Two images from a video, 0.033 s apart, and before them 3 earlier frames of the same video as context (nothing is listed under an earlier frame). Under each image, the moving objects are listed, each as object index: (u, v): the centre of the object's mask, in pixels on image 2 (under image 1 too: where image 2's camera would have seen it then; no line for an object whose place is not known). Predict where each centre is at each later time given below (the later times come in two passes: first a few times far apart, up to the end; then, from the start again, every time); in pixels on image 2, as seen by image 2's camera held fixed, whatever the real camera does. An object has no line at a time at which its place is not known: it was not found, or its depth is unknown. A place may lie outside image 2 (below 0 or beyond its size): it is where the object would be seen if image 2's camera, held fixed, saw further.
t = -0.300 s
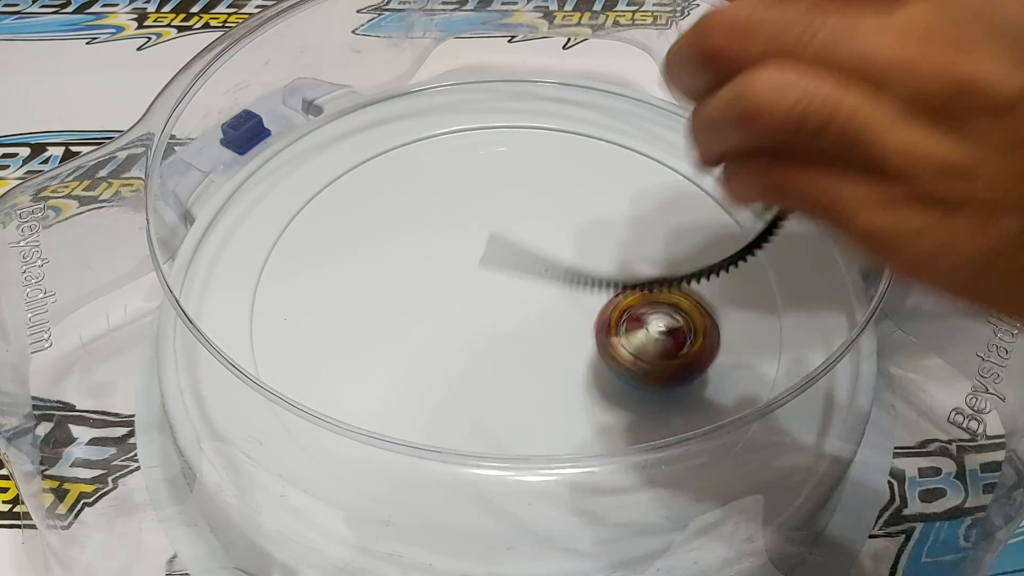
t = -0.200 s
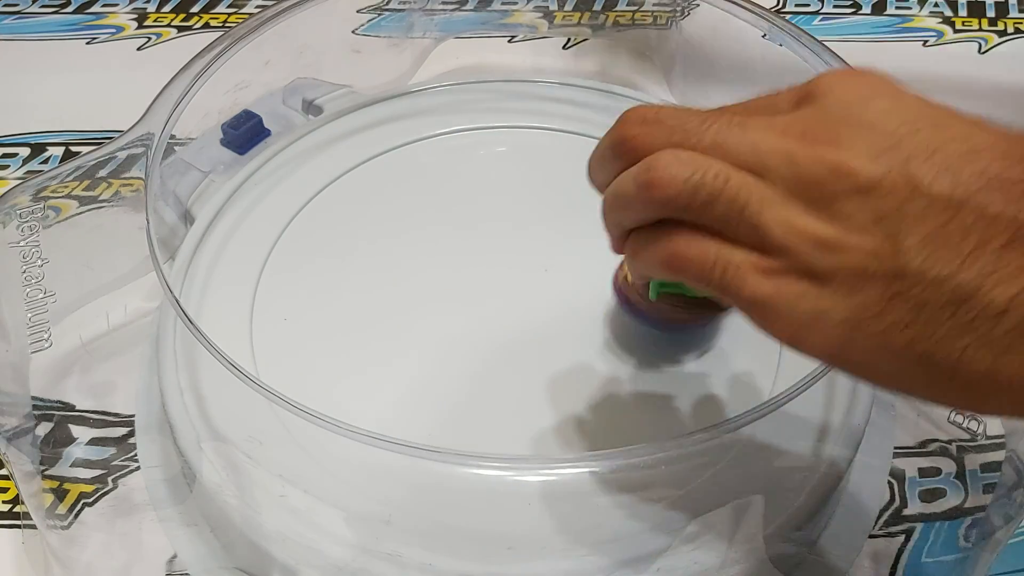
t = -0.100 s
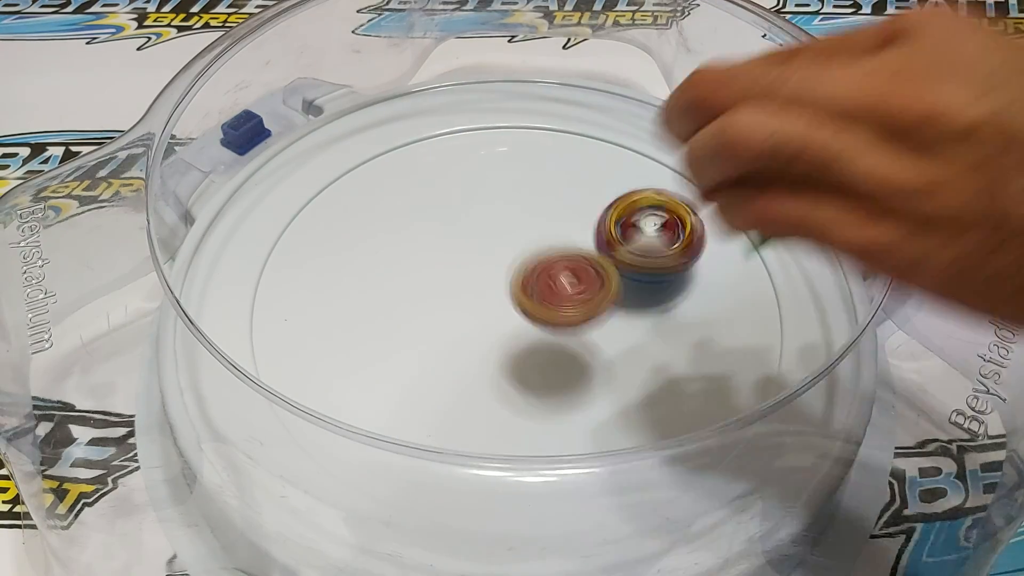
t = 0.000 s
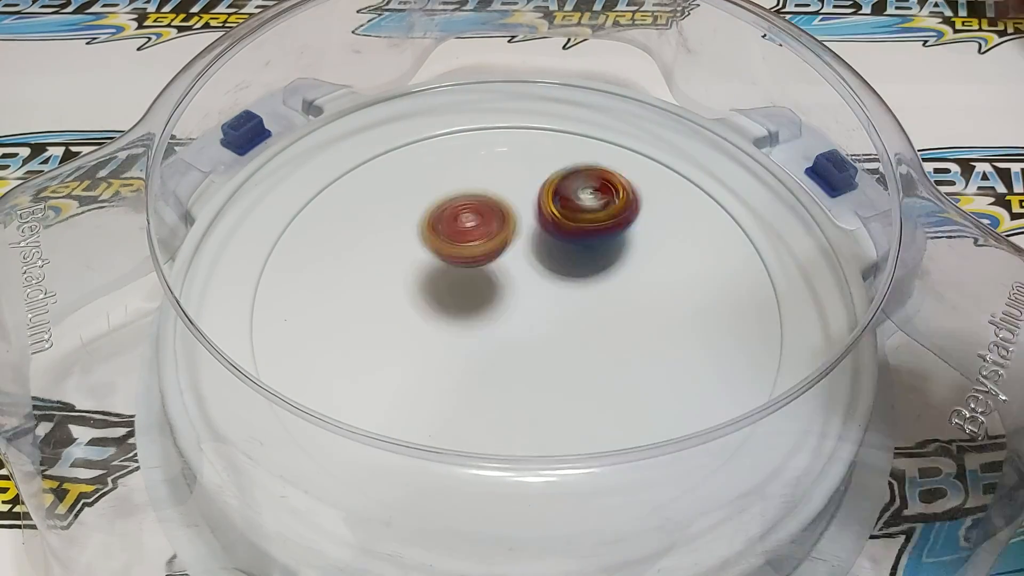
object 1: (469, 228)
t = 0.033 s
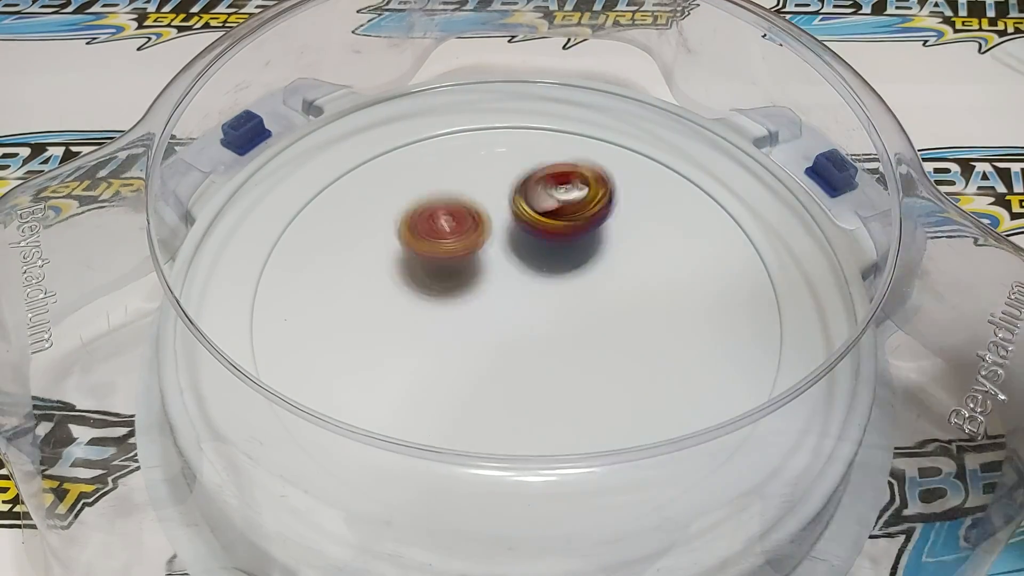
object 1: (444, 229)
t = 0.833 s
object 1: (682, 391)
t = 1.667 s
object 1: (771, 231)
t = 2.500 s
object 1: (762, 248)
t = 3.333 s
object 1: (815, 318)
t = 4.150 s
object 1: (754, 366)
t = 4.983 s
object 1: (731, 382)
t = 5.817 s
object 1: (583, 449)
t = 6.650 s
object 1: (384, 400)
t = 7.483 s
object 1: (287, 271)
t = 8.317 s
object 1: (435, 124)
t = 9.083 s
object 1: (710, 206)
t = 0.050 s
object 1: (433, 213)
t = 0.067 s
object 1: (421, 200)
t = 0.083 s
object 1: (411, 191)
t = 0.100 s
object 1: (401, 186)
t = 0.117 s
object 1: (390, 186)
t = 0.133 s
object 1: (382, 189)
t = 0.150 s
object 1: (373, 195)
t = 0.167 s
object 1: (359, 202)
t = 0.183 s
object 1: (345, 194)
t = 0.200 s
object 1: (330, 191)
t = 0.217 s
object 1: (315, 192)
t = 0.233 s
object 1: (302, 196)
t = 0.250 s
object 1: (288, 204)
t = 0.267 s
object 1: (276, 216)
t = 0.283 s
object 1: (263, 220)
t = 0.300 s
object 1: (251, 228)
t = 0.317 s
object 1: (239, 240)
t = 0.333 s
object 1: (227, 251)
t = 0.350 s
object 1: (216, 265)
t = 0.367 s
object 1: (207, 278)
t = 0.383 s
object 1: (196, 292)
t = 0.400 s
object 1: (187, 308)
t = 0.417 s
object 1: (180, 323)
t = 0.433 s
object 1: (175, 341)
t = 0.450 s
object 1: (181, 359)
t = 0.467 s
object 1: (191, 375)
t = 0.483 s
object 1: (201, 393)
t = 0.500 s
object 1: (212, 409)
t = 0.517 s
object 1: (223, 425)
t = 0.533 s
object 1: (240, 438)
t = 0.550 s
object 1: (259, 450)
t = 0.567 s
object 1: (277, 466)
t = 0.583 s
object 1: (299, 472)
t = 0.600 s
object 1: (323, 482)
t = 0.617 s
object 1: (346, 490)
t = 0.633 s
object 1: (369, 496)
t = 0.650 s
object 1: (396, 501)
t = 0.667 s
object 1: (418, 505)
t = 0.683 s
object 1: (443, 508)
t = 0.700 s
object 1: (470, 510)
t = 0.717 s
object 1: (498, 510)
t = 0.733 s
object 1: (527, 512)
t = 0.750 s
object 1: (558, 488)
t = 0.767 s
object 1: (587, 472)
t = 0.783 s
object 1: (614, 449)
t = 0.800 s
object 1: (639, 428)
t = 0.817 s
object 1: (658, 406)
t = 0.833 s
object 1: (682, 391)
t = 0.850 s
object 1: (702, 369)
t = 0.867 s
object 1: (715, 342)
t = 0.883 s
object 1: (724, 314)
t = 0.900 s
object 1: (730, 286)
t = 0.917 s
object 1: (731, 259)
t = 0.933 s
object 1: (730, 231)
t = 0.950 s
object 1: (725, 205)
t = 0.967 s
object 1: (716, 179)
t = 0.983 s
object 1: (704, 153)
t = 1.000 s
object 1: (675, 136)
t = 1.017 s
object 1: (643, 125)
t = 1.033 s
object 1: (611, 117)
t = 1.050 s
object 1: (581, 104)
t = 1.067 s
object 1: (544, 97)
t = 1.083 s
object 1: (506, 95)
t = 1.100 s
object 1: (470, 94)
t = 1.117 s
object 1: (429, 94)
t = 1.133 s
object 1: (393, 94)
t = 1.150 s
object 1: (359, 94)
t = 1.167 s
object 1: (331, 107)
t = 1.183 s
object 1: (307, 128)
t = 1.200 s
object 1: (283, 148)
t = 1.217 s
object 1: (261, 168)
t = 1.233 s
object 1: (240, 191)
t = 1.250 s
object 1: (220, 212)
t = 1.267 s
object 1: (207, 238)
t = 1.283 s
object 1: (199, 265)
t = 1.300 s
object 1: (192, 292)
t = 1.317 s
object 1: (190, 324)
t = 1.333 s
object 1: (191, 356)
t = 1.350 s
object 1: (200, 388)
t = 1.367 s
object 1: (209, 423)
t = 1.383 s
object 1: (229, 454)
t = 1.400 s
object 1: (262, 464)
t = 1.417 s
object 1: (312, 452)
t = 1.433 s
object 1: (350, 460)
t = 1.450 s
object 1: (390, 465)
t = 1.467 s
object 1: (434, 462)
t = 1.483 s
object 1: (480, 456)
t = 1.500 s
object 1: (524, 450)
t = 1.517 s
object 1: (568, 424)
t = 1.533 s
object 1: (610, 416)
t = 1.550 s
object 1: (652, 403)
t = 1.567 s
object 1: (691, 386)
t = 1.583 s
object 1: (723, 368)
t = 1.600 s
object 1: (752, 344)
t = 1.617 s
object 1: (776, 316)
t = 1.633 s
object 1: (792, 290)
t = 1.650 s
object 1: (783, 259)
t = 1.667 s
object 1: (771, 231)
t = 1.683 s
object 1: (760, 209)
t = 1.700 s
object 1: (746, 189)
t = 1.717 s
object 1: (732, 165)
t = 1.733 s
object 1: (716, 145)
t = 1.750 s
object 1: (700, 127)
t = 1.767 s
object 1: (687, 109)
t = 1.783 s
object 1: (669, 92)
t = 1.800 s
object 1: (646, 84)
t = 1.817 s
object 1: (622, 76)
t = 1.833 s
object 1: (599, 70)
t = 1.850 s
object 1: (576, 64)
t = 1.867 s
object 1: (554, 59)
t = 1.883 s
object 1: (531, 56)
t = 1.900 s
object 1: (509, 56)
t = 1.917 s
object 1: (485, 58)
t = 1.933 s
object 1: (462, 61)
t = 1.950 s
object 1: (441, 64)
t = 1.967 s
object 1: (424, 72)
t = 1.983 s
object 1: (411, 89)
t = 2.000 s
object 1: (397, 105)
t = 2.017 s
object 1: (386, 119)
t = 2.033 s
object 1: (375, 140)
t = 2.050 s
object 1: (364, 162)
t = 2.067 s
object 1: (356, 185)
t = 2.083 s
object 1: (348, 208)
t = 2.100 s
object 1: (341, 235)
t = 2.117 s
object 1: (338, 263)
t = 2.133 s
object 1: (339, 290)
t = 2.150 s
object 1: (343, 321)
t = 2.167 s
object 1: (352, 349)
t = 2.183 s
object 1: (366, 375)
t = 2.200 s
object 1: (385, 394)
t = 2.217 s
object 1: (405, 426)
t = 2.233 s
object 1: (428, 457)
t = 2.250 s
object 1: (458, 483)
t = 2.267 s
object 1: (493, 512)
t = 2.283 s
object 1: (530, 516)
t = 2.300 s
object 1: (570, 510)
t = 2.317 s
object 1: (608, 491)
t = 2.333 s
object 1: (647, 483)
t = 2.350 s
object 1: (675, 467)
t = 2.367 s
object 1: (703, 440)
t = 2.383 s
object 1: (721, 416)
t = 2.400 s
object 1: (741, 394)
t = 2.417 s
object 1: (754, 365)
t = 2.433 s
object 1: (767, 347)
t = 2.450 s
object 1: (772, 320)
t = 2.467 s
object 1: (774, 296)
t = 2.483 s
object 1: (769, 271)
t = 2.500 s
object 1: (762, 248)
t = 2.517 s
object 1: (753, 227)
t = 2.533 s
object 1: (737, 208)
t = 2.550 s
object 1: (722, 188)
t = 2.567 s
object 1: (706, 172)
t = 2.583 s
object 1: (687, 157)
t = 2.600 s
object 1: (667, 144)
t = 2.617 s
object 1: (645, 134)
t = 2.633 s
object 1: (623, 125)
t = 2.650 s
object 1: (600, 118)
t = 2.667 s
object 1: (578, 114)
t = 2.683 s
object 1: (554, 111)
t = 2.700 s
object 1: (532, 110)
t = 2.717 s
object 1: (507, 112)
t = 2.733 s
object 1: (484, 115)
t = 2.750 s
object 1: (460, 121)
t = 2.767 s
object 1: (437, 128)
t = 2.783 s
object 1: (415, 137)
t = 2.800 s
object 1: (392, 149)
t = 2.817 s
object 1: (370, 162)
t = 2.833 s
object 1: (349, 177)
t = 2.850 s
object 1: (329, 191)
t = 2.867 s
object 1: (311, 210)
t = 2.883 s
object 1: (293, 231)
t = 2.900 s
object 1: (277, 254)
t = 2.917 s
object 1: (263, 278)
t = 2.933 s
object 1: (251, 303)
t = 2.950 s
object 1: (246, 327)
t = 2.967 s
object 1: (258, 355)
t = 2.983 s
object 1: (277, 389)
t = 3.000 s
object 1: (296, 416)
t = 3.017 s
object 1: (324, 439)
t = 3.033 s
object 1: (358, 457)
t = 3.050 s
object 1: (397, 481)
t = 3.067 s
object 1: (433, 503)
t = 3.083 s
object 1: (479, 513)
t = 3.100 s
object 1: (521, 522)
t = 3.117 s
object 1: (564, 528)
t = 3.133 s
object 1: (607, 530)
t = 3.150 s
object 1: (646, 529)
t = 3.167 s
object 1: (678, 518)
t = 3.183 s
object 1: (707, 499)
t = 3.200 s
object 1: (736, 479)
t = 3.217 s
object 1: (761, 466)
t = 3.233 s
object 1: (781, 451)
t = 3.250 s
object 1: (791, 425)
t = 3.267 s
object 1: (803, 403)
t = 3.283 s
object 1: (810, 376)
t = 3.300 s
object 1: (818, 359)
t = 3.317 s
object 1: (821, 338)
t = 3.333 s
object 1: (815, 318)
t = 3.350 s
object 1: (817, 302)
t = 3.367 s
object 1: (813, 282)
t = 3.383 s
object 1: (803, 263)
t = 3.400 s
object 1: (792, 245)
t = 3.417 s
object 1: (777, 227)
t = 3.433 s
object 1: (761, 212)
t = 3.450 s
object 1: (744, 198)
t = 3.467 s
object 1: (724, 182)
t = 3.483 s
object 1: (705, 171)
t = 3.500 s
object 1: (682, 158)
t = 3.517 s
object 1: (659, 146)
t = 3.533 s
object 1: (634, 135)
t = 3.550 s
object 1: (609, 126)
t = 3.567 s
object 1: (583, 118)
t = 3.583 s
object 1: (557, 112)
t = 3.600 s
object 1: (530, 107)
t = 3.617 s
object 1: (501, 103)
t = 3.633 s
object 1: (476, 100)
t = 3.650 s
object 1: (448, 105)
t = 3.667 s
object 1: (420, 112)
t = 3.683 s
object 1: (393, 122)
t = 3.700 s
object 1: (368, 134)
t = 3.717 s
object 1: (343, 146)
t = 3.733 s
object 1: (322, 164)
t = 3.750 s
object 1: (302, 181)
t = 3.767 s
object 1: (285, 204)
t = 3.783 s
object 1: (271, 227)
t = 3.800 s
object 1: (262, 252)
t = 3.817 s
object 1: (257, 278)
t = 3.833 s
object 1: (258, 308)
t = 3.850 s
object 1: (266, 334)
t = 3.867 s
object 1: (275, 361)
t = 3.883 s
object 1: (291, 390)
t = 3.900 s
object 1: (314, 419)
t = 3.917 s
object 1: (342, 442)
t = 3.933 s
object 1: (373, 466)
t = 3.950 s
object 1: (409, 483)
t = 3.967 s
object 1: (446, 505)
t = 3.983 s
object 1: (485, 512)
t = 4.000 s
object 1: (529, 514)
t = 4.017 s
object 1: (571, 513)
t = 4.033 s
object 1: (611, 505)
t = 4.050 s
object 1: (641, 482)
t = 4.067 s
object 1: (671, 467)
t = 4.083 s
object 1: (696, 452)
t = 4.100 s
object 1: (716, 427)
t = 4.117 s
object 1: (735, 412)
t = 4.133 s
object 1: (749, 391)
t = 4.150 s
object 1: (754, 366)
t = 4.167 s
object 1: (766, 348)
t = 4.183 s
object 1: (770, 324)
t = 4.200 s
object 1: (771, 301)
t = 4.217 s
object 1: (768, 279)
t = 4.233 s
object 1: (762, 255)
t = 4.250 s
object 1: (754, 235)
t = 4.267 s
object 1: (743, 213)
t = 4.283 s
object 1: (731, 193)
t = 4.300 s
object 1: (716, 176)
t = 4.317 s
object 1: (701, 159)
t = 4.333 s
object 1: (682, 142)
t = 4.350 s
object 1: (659, 132)
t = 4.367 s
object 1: (633, 122)
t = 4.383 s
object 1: (608, 112)
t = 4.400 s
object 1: (581, 107)
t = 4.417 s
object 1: (554, 103)
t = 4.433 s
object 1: (526, 102)
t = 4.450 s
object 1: (498, 102)
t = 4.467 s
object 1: (470, 104)
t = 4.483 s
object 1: (442, 111)
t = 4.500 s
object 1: (415, 116)
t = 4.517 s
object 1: (390, 125)
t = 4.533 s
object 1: (365, 137)
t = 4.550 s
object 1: (342, 150)
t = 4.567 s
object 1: (322, 166)
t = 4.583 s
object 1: (303, 184)
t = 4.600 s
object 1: (287, 205)
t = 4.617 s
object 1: (274, 228)
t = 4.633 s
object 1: (265, 254)
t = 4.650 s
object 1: (258, 280)
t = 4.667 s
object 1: (257, 306)
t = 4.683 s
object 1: (264, 330)
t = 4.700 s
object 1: (278, 351)
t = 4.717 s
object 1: (282, 384)
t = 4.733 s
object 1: (303, 406)
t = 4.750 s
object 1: (321, 433)
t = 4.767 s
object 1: (348, 455)
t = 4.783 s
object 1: (376, 473)
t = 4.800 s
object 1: (404, 496)
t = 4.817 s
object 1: (438, 505)
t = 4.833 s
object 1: (474, 512)
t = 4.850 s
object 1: (511, 515)
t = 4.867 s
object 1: (546, 502)
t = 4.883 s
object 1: (581, 495)
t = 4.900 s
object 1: (615, 479)
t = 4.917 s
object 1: (647, 465)
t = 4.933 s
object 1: (676, 453)
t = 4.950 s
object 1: (699, 429)
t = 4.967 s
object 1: (719, 407)
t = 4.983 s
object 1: (731, 382)
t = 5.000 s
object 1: (751, 364)
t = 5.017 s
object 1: (766, 347)
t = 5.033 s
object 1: (777, 326)
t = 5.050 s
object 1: (783, 305)
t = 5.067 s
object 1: (786, 282)
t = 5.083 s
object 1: (779, 261)
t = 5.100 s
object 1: (767, 240)
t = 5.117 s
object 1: (757, 219)
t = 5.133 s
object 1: (747, 199)
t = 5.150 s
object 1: (729, 182)
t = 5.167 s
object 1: (708, 167)
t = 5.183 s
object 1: (690, 152)
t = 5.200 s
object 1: (670, 139)
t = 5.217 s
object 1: (647, 131)
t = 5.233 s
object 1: (624, 121)
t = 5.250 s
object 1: (601, 115)
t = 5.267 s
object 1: (578, 109)
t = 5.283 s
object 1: (554, 106)
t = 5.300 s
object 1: (530, 104)
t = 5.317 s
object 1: (506, 103)
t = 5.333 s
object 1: (483, 104)
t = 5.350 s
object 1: (460, 107)
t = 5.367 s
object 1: (438, 111)
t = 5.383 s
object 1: (416, 116)
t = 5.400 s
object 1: (396, 123)
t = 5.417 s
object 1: (378, 130)
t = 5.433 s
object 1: (359, 139)
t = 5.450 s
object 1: (342, 148)
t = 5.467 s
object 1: (328, 160)
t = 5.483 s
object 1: (314, 171)
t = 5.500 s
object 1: (302, 184)
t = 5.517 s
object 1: (292, 197)
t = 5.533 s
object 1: (285, 212)
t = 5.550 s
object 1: (279, 228)
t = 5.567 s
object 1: (276, 246)
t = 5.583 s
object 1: (276, 265)
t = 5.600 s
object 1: (279, 286)
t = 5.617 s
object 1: (285, 307)
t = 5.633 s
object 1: (295, 328)
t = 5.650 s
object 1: (308, 348)
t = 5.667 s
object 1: (327, 366)
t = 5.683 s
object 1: (348, 381)
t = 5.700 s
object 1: (372, 395)
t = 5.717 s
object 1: (399, 406)
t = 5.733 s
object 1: (424, 428)
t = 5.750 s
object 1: (453, 437)
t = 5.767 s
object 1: (484, 444)
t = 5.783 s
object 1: (517, 448)
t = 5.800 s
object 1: (550, 451)
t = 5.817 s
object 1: (583, 449)
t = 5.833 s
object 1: (615, 447)
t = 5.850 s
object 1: (644, 441)
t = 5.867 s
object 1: (673, 430)
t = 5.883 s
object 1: (700, 418)
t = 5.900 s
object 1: (724, 405)
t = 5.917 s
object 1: (745, 392)
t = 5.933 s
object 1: (757, 369)
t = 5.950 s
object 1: (769, 352)
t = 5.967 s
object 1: (776, 333)
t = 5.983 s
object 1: (776, 312)
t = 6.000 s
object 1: (775, 292)
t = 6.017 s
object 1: (774, 272)
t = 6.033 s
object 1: (774, 254)
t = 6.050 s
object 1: (765, 235)
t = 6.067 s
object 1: (753, 218)
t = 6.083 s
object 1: (740, 202)
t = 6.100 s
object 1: (727, 189)
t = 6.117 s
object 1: (713, 175)
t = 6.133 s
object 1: (701, 164)
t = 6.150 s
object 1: (687, 152)
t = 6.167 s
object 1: (672, 144)
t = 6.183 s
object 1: (657, 136)
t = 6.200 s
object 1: (640, 128)
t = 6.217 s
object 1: (624, 123)
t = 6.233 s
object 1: (608, 119)
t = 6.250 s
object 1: (590, 116)
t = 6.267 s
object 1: (572, 114)
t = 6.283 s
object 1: (554, 115)
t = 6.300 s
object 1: (535, 116)
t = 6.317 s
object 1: (516, 118)
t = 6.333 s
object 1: (497, 122)
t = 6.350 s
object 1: (478, 127)
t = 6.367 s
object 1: (459, 134)
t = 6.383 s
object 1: (442, 143)
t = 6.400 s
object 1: (424, 153)
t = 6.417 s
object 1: (406, 165)
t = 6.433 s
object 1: (391, 178)
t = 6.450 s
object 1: (376, 192)
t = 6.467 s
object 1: (363, 207)
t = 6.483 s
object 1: (352, 223)
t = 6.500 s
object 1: (343, 242)
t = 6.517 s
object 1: (337, 259)
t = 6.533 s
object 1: (332, 276)
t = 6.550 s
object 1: (330, 297)
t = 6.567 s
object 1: (330, 318)
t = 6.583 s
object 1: (334, 338)
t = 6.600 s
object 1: (340, 359)
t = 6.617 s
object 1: (352, 376)
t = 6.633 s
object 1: (365, 388)
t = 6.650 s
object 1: (384, 400)
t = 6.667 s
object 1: (398, 424)
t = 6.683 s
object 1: (419, 442)
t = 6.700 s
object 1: (440, 464)
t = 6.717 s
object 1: (466, 480)
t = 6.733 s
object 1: (495, 491)
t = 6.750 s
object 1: (526, 498)
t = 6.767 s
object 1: (557, 500)
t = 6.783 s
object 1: (590, 512)
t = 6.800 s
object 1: (615, 494)
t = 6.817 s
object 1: (642, 476)
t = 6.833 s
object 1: (667, 456)
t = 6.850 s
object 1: (687, 437)
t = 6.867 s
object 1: (705, 424)
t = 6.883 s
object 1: (721, 409)
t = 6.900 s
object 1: (728, 385)
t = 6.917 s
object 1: (741, 374)
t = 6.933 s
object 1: (754, 361)
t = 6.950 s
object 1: (764, 347)
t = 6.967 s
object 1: (768, 330)
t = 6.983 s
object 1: (769, 315)
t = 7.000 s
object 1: (768, 298)
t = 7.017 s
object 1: (765, 280)
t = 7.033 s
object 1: (758, 265)
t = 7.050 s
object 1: (750, 250)
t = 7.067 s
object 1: (740, 235)
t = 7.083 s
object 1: (726, 220)
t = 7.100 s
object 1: (712, 209)
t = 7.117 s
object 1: (696, 197)
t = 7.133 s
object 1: (679, 188)
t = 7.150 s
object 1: (661, 180)
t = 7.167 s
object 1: (642, 172)
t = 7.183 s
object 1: (621, 167)
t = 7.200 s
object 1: (600, 162)
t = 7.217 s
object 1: (579, 159)
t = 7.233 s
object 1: (558, 157)
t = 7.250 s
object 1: (536, 156)
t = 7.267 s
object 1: (516, 155)
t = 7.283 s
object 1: (494, 157)
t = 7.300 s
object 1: (473, 160)
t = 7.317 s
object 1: (451, 165)
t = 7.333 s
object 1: (431, 170)
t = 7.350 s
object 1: (412, 175)
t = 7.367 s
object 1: (393, 183)
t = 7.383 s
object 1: (374, 192)
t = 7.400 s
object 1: (356, 201)
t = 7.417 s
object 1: (340, 212)
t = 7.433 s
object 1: (323, 225)
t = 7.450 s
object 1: (310, 239)
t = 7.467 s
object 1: (298, 255)
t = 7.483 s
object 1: (287, 271)
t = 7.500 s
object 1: (279, 287)
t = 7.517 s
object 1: (272, 304)
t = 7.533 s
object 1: (269, 325)
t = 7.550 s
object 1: (271, 337)
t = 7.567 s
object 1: (269, 358)
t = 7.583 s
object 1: (274, 379)
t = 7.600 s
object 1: (290, 396)
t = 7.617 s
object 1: (307, 408)
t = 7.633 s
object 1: (328, 431)
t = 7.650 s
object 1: (348, 443)
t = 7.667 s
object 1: (369, 456)
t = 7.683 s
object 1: (391, 468)
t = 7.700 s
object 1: (414, 469)
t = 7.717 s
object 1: (439, 474)
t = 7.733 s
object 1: (464, 485)
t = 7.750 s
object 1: (487, 486)
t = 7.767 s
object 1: (514, 483)
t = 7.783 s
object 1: (539, 479)
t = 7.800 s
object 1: (564, 479)
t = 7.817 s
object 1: (590, 476)
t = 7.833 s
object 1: (611, 453)
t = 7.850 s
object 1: (631, 442)
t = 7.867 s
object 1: (651, 431)
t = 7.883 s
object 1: (661, 408)
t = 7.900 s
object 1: (676, 399)
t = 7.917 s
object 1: (691, 386)
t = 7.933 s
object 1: (699, 370)
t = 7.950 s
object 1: (705, 354)
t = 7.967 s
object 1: (710, 334)
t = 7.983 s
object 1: (710, 318)
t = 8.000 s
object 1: (710, 300)
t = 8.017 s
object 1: (705, 281)
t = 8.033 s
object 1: (700, 266)
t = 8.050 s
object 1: (693, 248)
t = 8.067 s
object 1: (683, 233)
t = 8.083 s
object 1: (672, 219)
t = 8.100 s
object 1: (661, 204)
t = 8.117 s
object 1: (647, 193)
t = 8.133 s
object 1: (633, 182)
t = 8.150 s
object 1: (617, 172)
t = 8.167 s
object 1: (602, 163)
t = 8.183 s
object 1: (584, 153)
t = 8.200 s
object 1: (566, 147)
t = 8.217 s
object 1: (549, 140)
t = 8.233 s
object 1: (529, 134)
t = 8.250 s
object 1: (511, 130)
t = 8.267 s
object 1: (492, 126)
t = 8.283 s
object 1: (471, 124)
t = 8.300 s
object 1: (453, 124)
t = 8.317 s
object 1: (435, 124)
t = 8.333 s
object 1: (416, 126)
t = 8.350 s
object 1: (398, 128)
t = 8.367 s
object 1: (380, 133)
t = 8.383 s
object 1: (363, 137)
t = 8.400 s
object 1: (349, 145)
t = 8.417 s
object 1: (335, 155)
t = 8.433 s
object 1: (324, 167)
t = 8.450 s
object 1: (314, 180)
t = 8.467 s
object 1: (305, 192)
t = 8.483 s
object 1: (296, 206)
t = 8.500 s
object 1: (289, 221)
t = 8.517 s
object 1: (284, 235)
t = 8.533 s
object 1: (279, 249)
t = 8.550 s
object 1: (276, 263)
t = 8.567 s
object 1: (277, 281)
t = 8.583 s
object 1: (278, 297)
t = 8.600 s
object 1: (283, 311)
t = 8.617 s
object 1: (290, 329)
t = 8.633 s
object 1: (300, 344)
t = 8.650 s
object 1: (315, 359)
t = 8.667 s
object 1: (331, 371)
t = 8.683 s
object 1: (351, 383)
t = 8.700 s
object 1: (373, 392)
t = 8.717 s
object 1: (394, 401)
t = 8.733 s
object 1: (419, 408)
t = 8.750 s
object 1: (442, 413)
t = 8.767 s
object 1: (468, 417)
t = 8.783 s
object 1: (494, 418)
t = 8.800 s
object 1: (518, 419)
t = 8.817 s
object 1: (545, 417)
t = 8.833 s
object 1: (567, 414)
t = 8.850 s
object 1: (591, 408)
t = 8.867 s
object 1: (614, 399)
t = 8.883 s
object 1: (634, 391)
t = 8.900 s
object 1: (654, 377)
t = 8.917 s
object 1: (667, 365)
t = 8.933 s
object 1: (683, 350)
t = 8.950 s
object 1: (692, 335)
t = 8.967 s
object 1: (704, 320)
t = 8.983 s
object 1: (710, 303)
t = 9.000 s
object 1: (717, 288)
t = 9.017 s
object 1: (719, 268)
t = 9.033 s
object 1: (720, 256)
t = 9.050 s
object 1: (719, 237)
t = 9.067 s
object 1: (715, 224)
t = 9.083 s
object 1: (710, 206)
